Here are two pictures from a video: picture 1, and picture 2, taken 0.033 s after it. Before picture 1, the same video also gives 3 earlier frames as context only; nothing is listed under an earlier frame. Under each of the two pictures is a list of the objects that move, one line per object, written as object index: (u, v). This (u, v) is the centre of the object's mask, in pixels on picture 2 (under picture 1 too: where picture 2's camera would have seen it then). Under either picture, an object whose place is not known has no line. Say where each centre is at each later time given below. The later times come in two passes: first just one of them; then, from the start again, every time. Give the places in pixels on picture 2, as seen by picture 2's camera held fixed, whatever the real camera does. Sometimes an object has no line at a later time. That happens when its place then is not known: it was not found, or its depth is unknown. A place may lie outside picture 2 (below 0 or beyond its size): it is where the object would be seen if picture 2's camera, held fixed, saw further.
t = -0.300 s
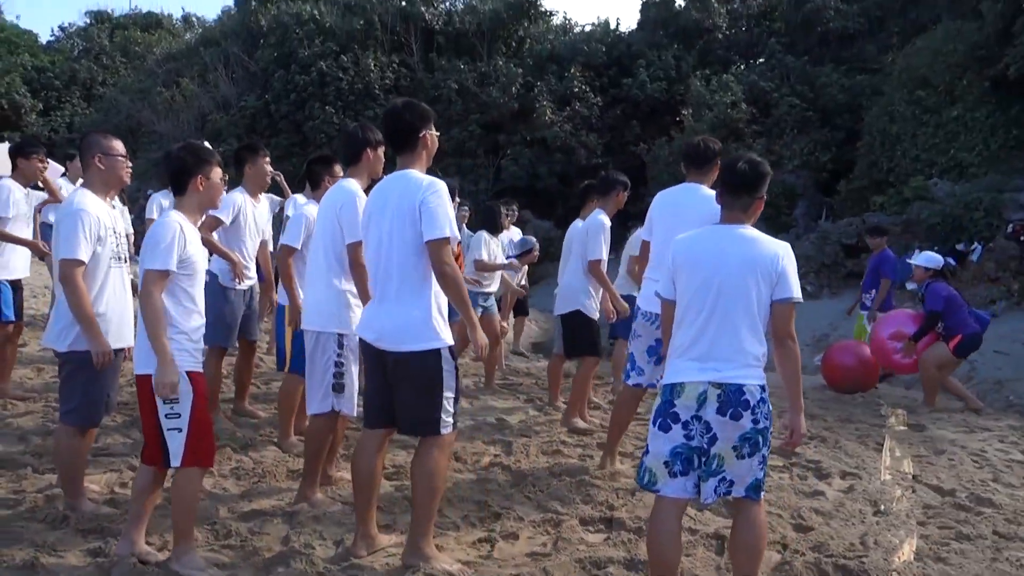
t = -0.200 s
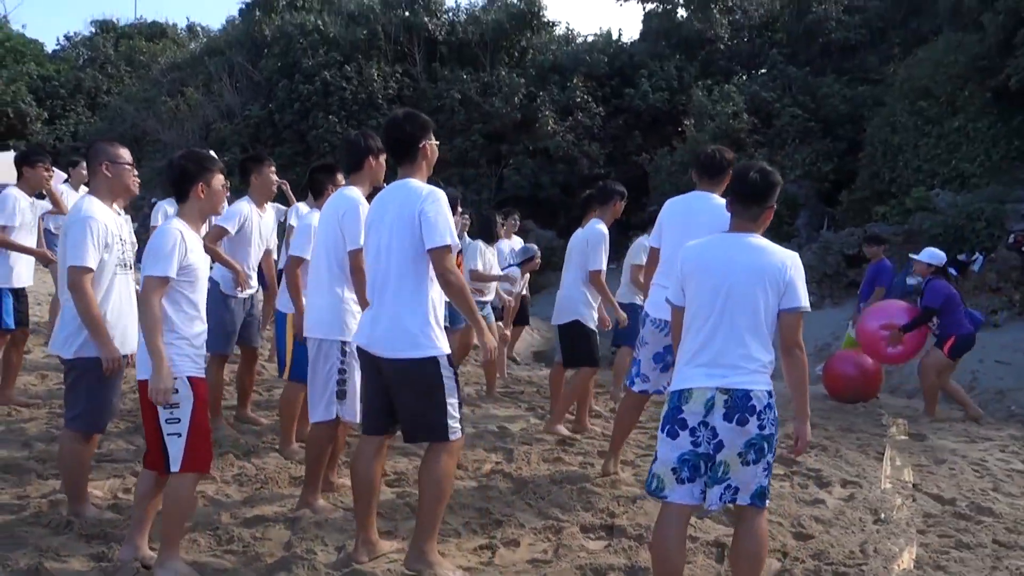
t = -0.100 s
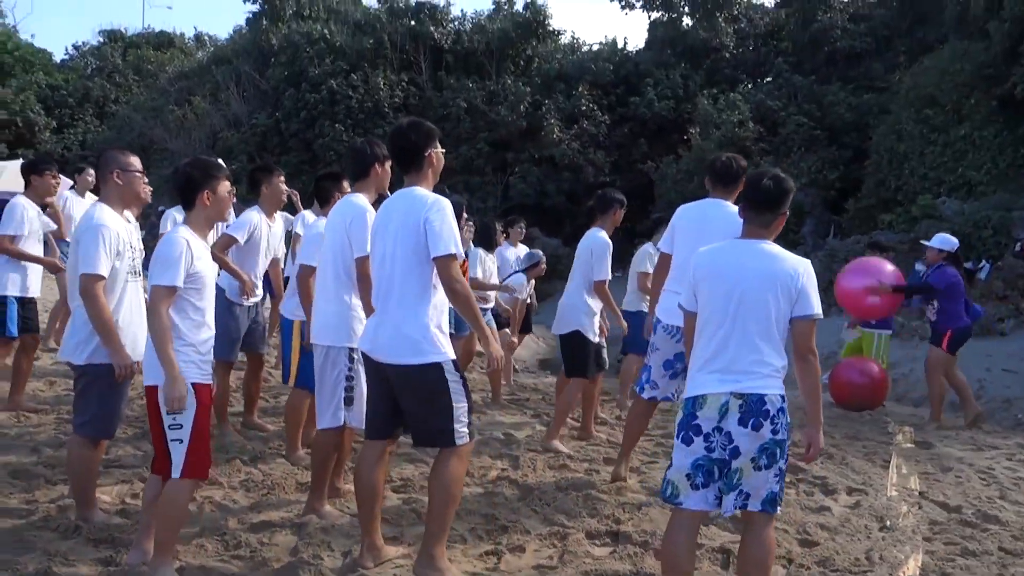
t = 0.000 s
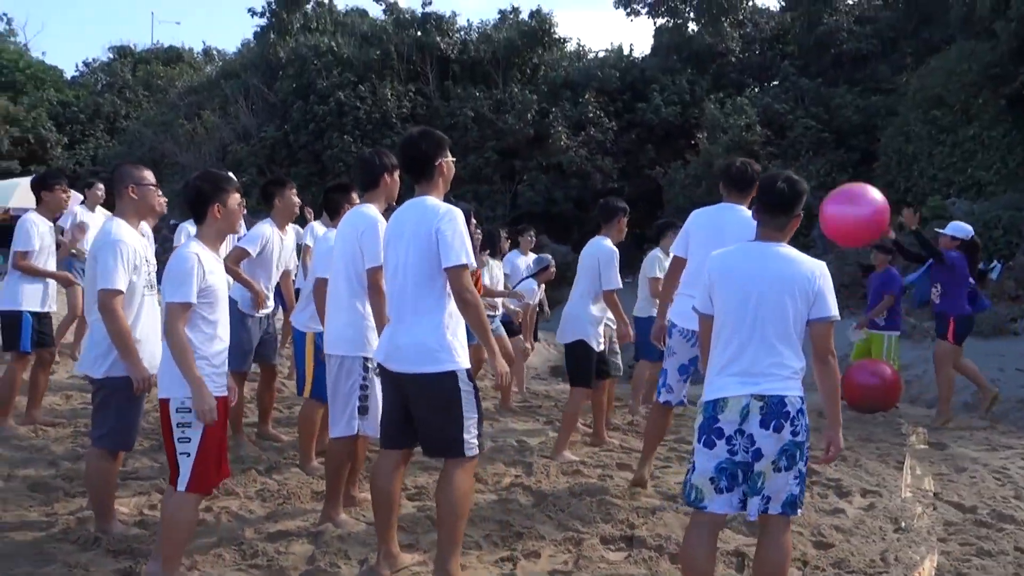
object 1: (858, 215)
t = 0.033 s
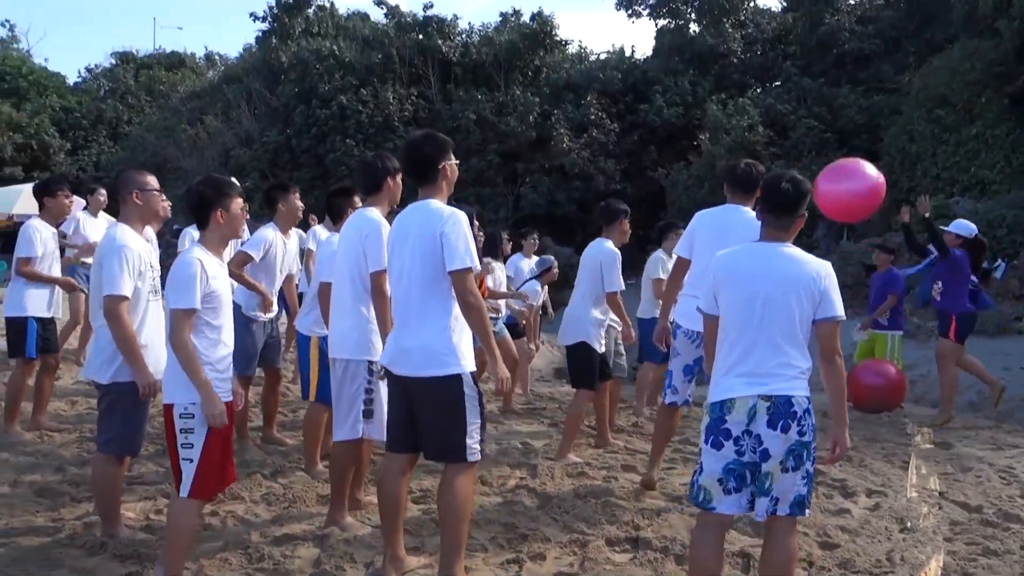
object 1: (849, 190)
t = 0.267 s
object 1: (787, 44)
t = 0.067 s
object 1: (841, 166)
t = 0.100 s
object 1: (832, 144)
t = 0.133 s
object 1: (823, 122)
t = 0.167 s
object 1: (814, 101)
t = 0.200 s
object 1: (805, 81)
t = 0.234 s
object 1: (797, 62)
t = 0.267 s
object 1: (787, 44)
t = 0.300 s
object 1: (779, 28)
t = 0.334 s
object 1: (769, 12)
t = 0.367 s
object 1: (760, -3)
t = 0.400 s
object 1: (751, -15)
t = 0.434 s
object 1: (740, -28)
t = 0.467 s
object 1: (731, -39)
